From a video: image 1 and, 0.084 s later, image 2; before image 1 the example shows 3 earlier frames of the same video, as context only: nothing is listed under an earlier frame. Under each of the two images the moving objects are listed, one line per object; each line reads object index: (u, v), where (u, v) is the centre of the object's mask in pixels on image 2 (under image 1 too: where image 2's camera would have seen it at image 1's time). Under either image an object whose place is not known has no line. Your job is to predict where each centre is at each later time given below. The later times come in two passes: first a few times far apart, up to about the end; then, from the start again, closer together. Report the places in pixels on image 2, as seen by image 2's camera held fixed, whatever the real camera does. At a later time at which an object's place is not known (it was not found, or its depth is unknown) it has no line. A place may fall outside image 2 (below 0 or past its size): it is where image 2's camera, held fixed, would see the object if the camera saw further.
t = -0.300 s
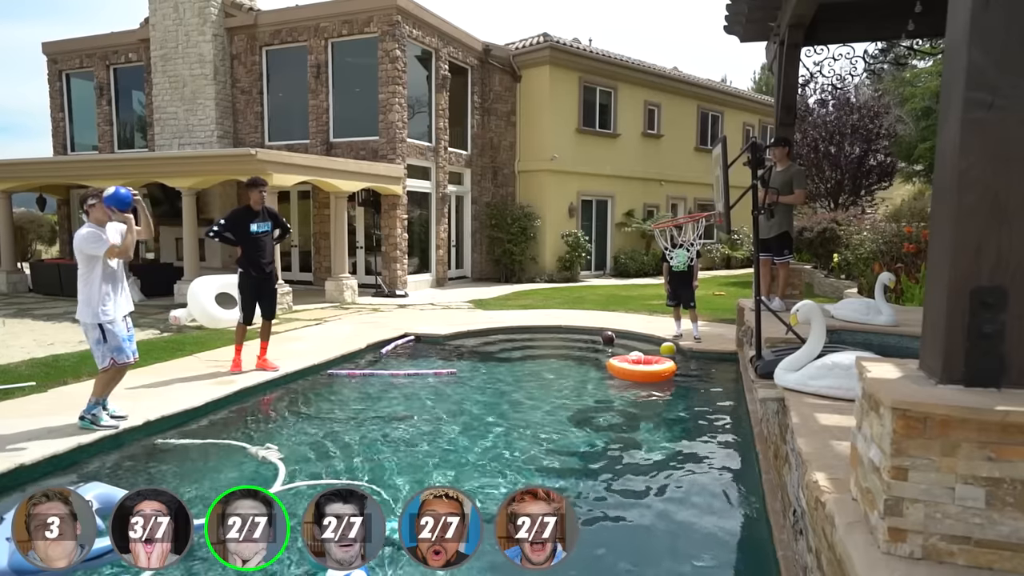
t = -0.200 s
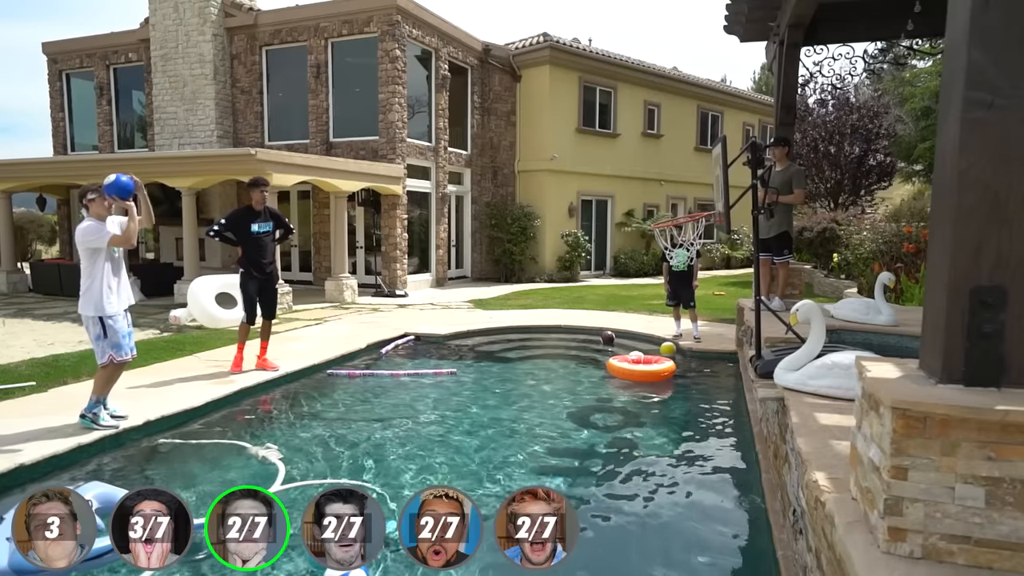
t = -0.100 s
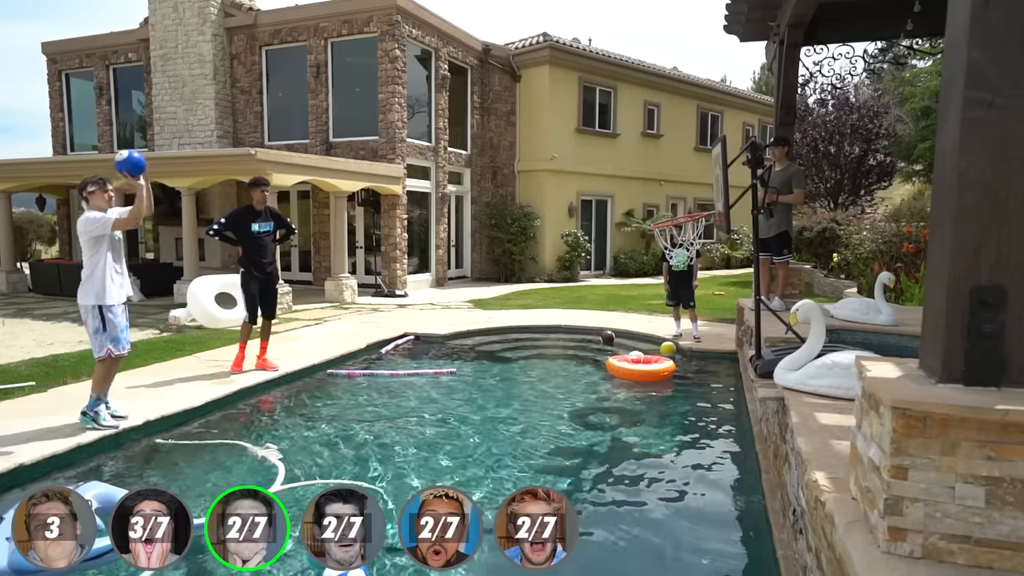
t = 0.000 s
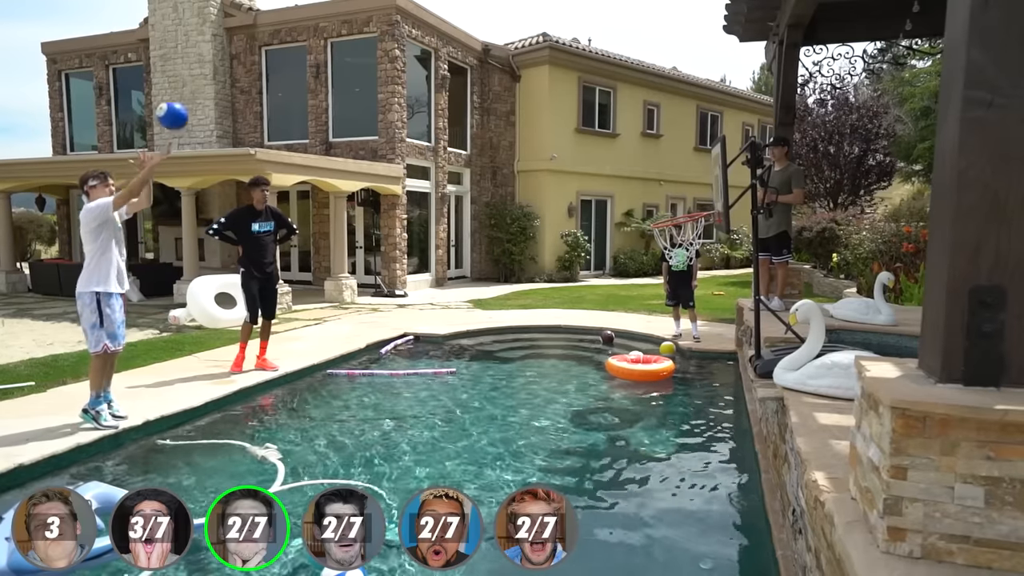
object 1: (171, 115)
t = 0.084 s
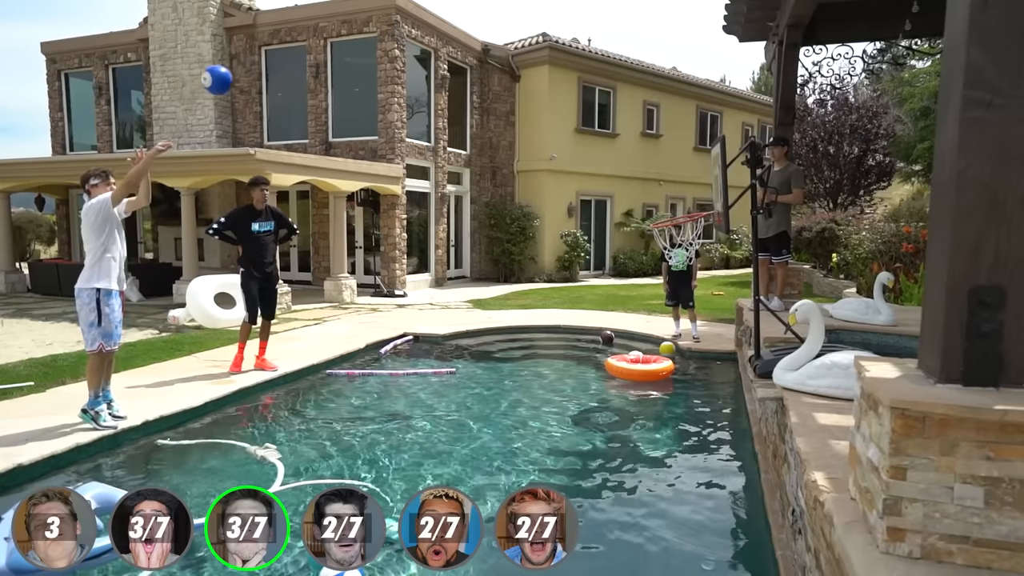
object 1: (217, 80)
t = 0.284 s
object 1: (335, 32)
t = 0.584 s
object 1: (534, 69)
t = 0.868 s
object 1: (700, 234)
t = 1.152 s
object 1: (627, 472)
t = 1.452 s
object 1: (608, 472)
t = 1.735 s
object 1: (582, 452)
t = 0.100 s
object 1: (227, 74)
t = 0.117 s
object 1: (235, 68)
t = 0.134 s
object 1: (246, 62)
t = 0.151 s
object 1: (255, 58)
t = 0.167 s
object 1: (265, 52)
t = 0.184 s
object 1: (274, 48)
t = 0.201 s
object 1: (285, 44)
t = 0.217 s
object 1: (295, 41)
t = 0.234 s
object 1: (304, 38)
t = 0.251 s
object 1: (314, 36)
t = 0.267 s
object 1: (325, 34)
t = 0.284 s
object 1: (335, 32)
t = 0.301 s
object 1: (346, 30)
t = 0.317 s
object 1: (356, 29)
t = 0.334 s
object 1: (367, 28)
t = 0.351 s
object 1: (378, 28)
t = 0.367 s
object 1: (388, 28)
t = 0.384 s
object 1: (400, 29)
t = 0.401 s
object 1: (410, 30)
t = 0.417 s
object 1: (421, 31)
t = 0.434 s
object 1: (432, 33)
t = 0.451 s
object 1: (443, 36)
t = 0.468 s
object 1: (454, 38)
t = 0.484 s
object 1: (465, 42)
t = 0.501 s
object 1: (476, 45)
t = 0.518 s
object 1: (488, 49)
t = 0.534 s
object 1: (499, 54)
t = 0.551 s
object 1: (511, 58)
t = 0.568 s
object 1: (522, 63)
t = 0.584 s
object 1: (534, 69)
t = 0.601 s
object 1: (545, 75)
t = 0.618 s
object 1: (557, 82)
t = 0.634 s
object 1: (568, 89)
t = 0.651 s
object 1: (579, 96)
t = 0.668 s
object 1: (591, 105)
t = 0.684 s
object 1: (603, 114)
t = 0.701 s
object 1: (615, 123)
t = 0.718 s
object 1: (626, 133)
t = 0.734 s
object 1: (638, 143)
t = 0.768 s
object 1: (661, 165)
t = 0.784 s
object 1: (673, 178)
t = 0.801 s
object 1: (685, 189)
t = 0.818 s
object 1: (696, 202)
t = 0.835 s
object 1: (707, 215)
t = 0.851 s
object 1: (705, 224)
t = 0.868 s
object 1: (700, 234)
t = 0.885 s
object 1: (696, 244)
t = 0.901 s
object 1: (692, 255)
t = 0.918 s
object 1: (688, 267)
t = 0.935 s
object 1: (685, 279)
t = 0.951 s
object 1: (681, 291)
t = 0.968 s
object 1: (677, 303)
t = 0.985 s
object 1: (672, 317)
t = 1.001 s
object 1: (667, 330)
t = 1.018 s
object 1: (663, 344)
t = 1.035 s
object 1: (659, 358)
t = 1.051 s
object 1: (654, 374)
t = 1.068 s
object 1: (650, 389)
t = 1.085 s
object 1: (646, 404)
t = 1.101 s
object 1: (641, 421)
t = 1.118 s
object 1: (637, 437)
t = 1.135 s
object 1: (632, 455)
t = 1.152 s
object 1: (627, 472)
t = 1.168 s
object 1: (623, 487)
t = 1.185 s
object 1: (620, 492)
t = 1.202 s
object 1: (621, 495)
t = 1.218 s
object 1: (621, 497)
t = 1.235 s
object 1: (621, 498)
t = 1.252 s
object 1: (619, 499)
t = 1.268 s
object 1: (620, 500)
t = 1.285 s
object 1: (620, 500)
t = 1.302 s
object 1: (619, 500)
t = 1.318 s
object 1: (620, 500)
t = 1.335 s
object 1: (618, 500)
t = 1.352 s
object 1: (617, 499)
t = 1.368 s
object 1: (615, 498)
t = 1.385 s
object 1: (613, 494)
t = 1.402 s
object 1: (612, 488)
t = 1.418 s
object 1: (611, 483)
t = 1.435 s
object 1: (610, 477)
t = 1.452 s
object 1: (608, 472)
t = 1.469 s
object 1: (607, 468)
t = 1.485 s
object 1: (605, 463)
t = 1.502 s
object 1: (604, 459)
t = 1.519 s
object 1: (602, 456)
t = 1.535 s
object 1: (601, 453)
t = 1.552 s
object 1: (600, 451)
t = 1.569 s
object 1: (598, 449)
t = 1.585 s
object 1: (597, 447)
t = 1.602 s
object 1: (595, 446)
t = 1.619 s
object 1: (594, 445)
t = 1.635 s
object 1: (592, 444)
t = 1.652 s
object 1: (591, 445)
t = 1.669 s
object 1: (589, 445)
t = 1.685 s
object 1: (587, 446)
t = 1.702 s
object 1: (586, 447)
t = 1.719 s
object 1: (584, 450)
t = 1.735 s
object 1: (582, 452)
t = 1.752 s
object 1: (581, 454)
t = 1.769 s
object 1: (579, 458)
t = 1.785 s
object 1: (577, 461)
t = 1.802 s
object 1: (576, 465)
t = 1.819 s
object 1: (574, 470)
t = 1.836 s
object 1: (572, 475)
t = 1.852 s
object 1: (571, 480)
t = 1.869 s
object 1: (570, 484)
